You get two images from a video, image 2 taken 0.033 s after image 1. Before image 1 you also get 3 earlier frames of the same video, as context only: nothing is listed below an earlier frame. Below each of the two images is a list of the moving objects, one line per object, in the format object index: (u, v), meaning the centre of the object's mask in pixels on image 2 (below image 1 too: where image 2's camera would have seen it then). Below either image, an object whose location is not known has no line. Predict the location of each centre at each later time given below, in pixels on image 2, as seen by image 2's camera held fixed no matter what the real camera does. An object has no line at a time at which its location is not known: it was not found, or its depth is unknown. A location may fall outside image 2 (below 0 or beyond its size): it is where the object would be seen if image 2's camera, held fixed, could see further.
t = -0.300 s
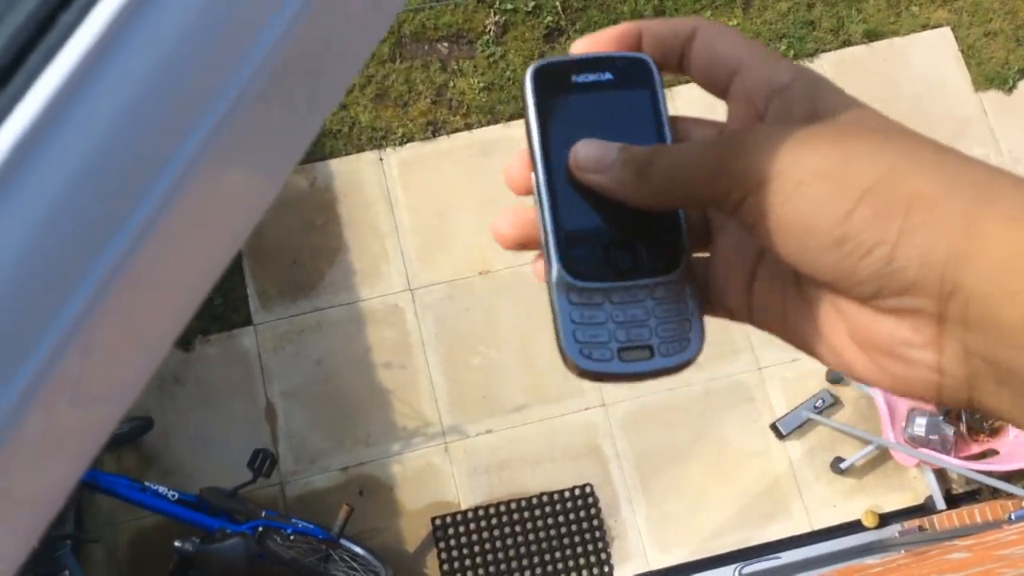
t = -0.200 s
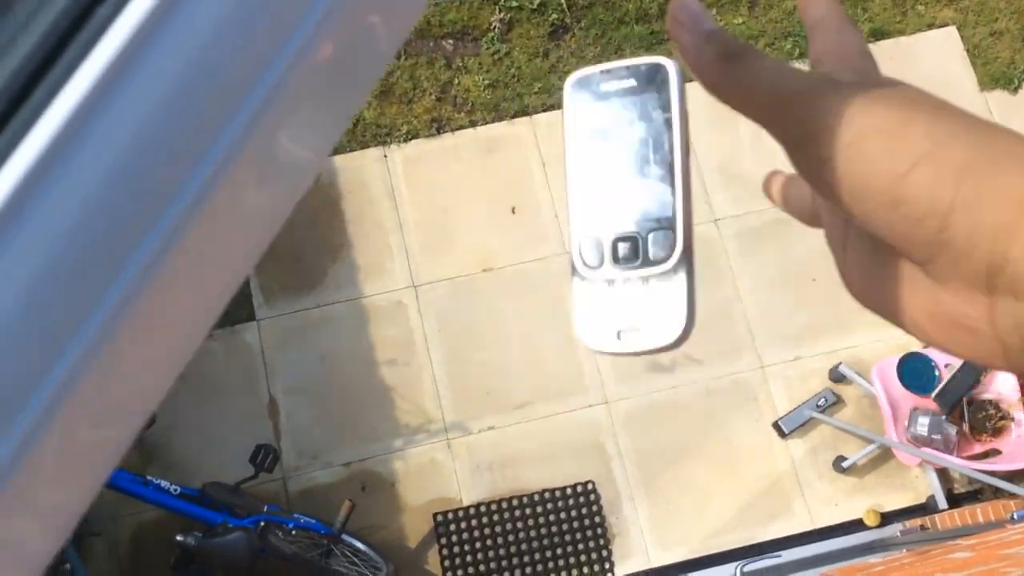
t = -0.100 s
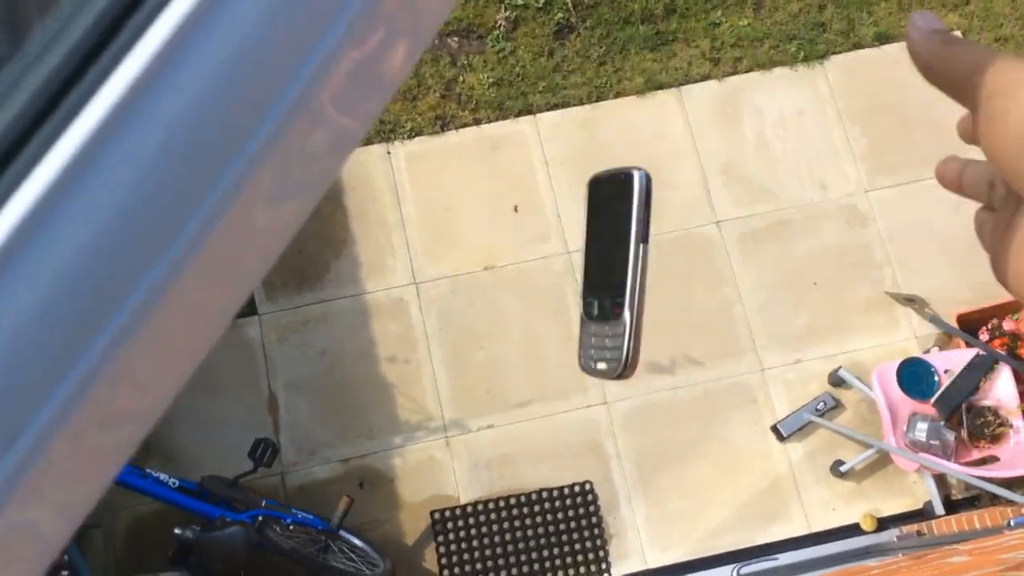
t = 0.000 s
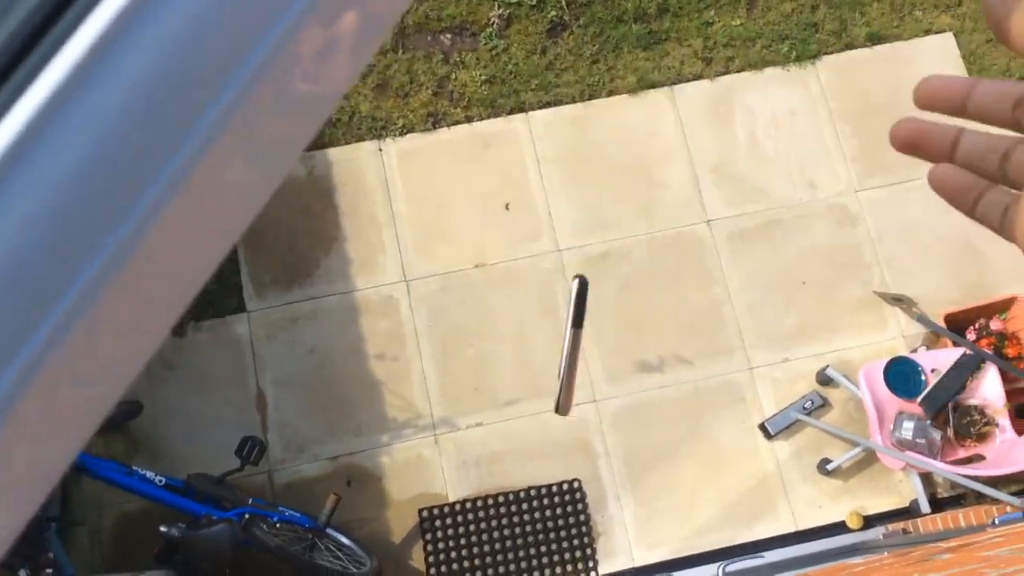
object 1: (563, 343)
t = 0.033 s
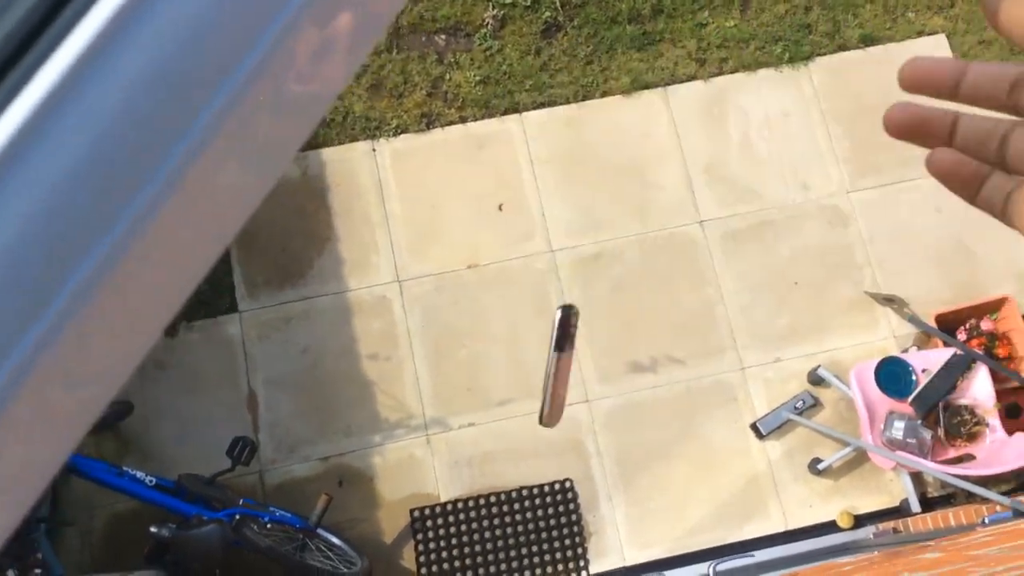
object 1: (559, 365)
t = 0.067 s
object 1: (555, 382)
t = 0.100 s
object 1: (549, 398)
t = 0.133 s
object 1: (545, 413)
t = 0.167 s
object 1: (541, 427)
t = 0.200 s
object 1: (538, 439)
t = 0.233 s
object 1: (535, 450)
